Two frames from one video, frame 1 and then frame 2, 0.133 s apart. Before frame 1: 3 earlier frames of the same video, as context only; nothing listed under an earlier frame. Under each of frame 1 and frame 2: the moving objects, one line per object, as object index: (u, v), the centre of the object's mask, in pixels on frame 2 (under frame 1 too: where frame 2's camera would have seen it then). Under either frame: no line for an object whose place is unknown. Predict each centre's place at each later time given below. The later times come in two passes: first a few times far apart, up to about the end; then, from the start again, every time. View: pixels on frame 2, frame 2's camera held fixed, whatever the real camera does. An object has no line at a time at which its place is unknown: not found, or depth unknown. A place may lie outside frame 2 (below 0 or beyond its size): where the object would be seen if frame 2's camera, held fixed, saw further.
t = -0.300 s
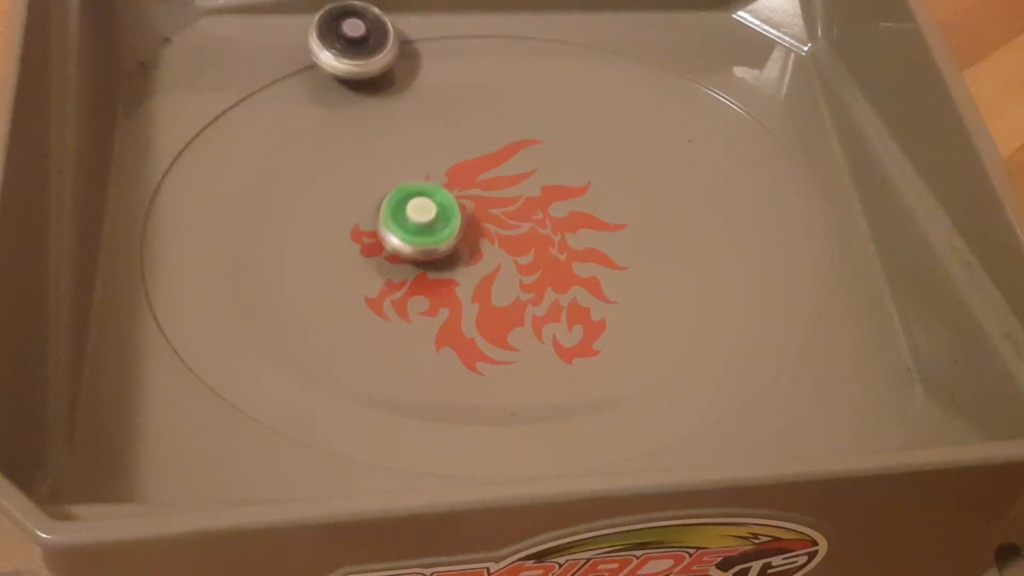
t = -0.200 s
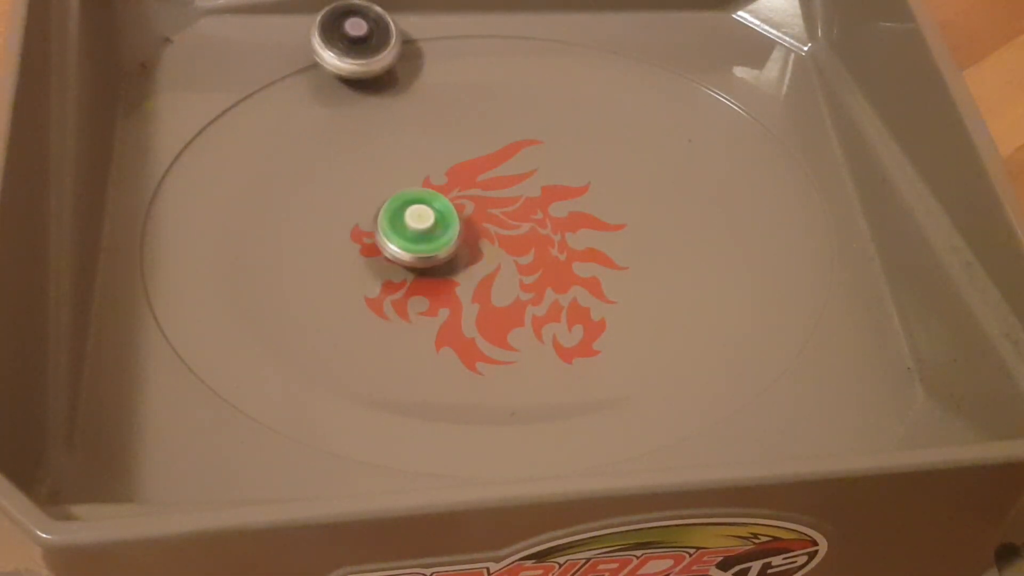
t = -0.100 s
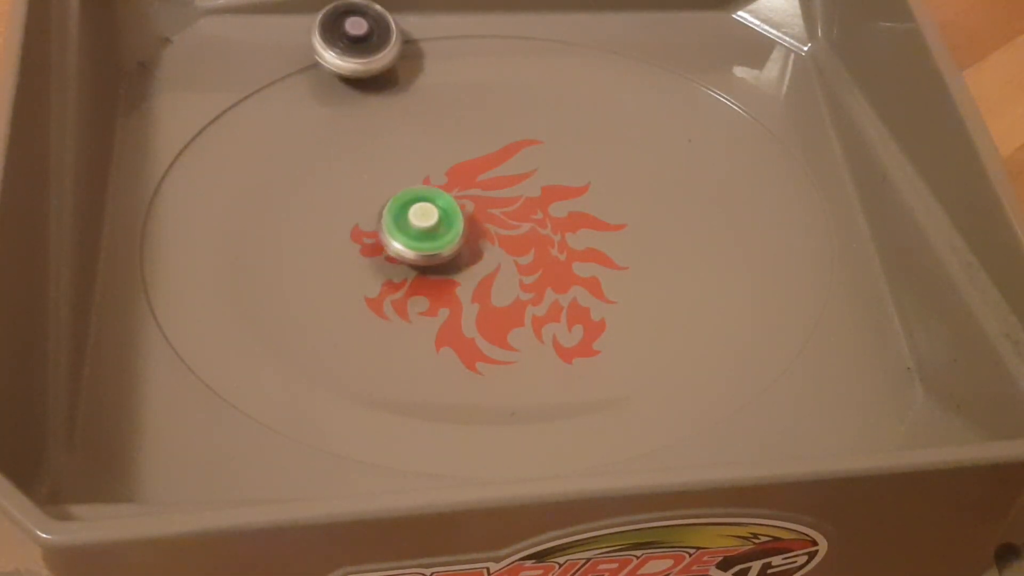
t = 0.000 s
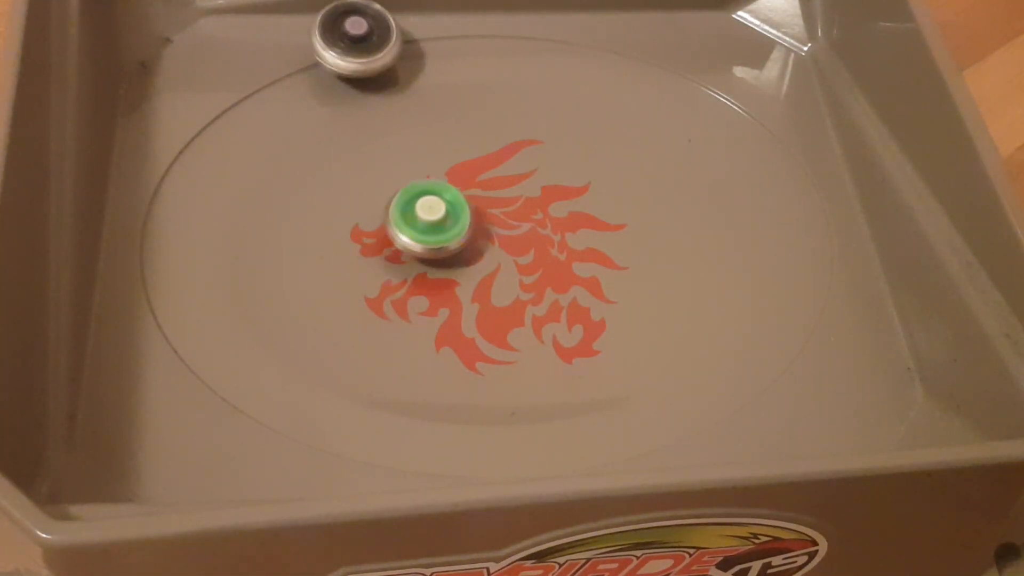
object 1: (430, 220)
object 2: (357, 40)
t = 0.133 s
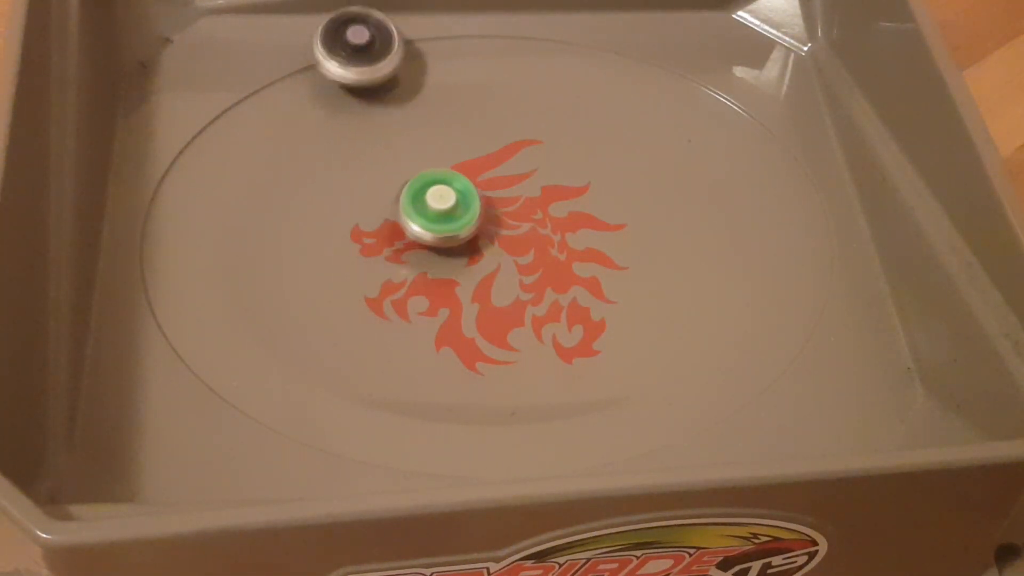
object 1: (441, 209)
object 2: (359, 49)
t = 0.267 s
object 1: (450, 199)
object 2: (364, 84)
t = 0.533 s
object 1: (596, 215)
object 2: (367, 314)
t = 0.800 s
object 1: (559, 176)
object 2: (674, 288)
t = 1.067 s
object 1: (457, 180)
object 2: (654, 44)
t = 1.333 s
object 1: (461, 216)
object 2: (405, 44)
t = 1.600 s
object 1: (514, 235)
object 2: (261, 291)
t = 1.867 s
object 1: (544, 210)
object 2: (591, 401)
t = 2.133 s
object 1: (530, 202)
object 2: (737, 107)
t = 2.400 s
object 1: (516, 232)
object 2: (614, 64)
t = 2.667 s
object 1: (534, 259)
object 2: (381, 255)
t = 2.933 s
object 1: (548, 269)
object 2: (505, 377)
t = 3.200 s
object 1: (551, 261)
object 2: (713, 171)
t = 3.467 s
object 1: (529, 252)
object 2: (443, 106)
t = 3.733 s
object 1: (502, 260)
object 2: (227, 369)
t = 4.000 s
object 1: (495, 267)
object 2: (511, 440)
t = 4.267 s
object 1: (481, 270)
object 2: (719, 293)
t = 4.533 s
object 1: (477, 268)
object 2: (540, 66)
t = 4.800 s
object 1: (472, 253)
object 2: (188, 125)
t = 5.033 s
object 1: (460, 243)
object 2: (205, 350)
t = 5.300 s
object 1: (455, 246)
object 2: (461, 415)
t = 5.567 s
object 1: (464, 235)
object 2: (673, 197)
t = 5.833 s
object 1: (474, 220)
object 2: (498, 30)
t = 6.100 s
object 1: (471, 204)
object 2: (251, 132)
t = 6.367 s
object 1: (465, 209)
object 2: (244, 374)
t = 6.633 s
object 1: (490, 221)
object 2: (572, 433)
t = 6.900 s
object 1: (517, 216)
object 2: (811, 265)
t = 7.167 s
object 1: (513, 207)
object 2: (702, 72)
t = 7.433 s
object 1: (501, 217)
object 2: (435, 38)
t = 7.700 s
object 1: (513, 239)
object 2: (219, 222)
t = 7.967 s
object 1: (536, 243)
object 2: (381, 432)
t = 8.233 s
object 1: (533, 236)
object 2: (682, 373)
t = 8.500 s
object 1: (514, 244)
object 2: (707, 129)
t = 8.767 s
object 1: (508, 261)
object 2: (465, 30)
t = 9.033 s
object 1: (514, 263)
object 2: (230, 103)
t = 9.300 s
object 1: (506, 253)
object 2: (176, 300)
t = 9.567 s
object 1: (485, 250)
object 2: (414, 438)
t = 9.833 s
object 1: (472, 255)
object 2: (712, 352)
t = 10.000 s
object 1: (474, 257)
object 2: (788, 226)
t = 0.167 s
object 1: (443, 206)
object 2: (360, 55)
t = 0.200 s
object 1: (445, 203)
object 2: (360, 63)
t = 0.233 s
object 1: (447, 201)
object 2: (362, 72)
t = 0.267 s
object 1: (450, 199)
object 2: (364, 84)
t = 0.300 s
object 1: (451, 195)
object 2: (366, 106)
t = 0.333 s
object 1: (453, 192)
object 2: (369, 137)
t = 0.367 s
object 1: (462, 190)
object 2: (365, 164)
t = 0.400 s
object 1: (500, 197)
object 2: (350, 188)
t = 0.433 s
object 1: (530, 204)
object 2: (338, 220)
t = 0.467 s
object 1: (559, 211)
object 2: (339, 253)
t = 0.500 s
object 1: (582, 215)
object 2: (346, 283)
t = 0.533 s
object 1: (596, 215)
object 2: (367, 314)
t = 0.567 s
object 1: (606, 215)
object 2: (392, 335)
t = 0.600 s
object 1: (609, 212)
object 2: (424, 351)
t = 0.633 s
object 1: (609, 209)
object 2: (465, 361)
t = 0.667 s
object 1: (604, 204)
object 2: (510, 364)
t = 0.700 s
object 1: (595, 196)
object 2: (553, 356)
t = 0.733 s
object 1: (586, 190)
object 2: (598, 342)
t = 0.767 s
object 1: (572, 182)
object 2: (640, 316)
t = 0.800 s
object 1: (559, 176)
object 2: (674, 288)
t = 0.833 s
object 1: (545, 171)
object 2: (696, 254)
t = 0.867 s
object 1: (529, 168)
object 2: (712, 219)
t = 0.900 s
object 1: (513, 167)
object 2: (720, 182)
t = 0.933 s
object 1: (499, 168)
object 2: (716, 143)
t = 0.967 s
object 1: (487, 170)
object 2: (710, 113)
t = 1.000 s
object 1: (472, 171)
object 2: (695, 85)
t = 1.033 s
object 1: (463, 175)
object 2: (683, 62)
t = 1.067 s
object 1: (457, 180)
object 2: (654, 44)
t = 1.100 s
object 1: (453, 184)
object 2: (623, 43)
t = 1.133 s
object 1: (450, 188)
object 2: (597, 34)
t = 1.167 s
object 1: (450, 192)
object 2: (567, 32)
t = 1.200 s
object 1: (449, 197)
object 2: (539, 31)
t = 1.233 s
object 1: (451, 202)
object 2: (504, 31)
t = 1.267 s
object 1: (453, 208)
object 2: (471, 32)
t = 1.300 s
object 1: (457, 213)
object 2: (437, 36)
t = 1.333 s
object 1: (461, 216)
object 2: (405, 44)
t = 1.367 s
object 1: (466, 220)
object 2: (372, 60)
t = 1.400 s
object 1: (472, 222)
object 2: (340, 79)
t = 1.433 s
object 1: (478, 225)
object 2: (312, 99)
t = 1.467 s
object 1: (486, 226)
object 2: (289, 124)
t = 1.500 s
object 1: (496, 228)
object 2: (268, 162)
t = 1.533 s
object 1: (505, 231)
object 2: (256, 199)
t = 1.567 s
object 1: (509, 233)
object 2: (253, 244)
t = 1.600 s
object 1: (514, 235)
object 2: (261, 291)
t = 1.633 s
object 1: (520, 234)
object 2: (281, 329)
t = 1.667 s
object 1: (526, 231)
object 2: (316, 365)
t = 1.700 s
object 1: (532, 228)
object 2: (356, 400)
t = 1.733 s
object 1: (536, 225)
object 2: (398, 426)
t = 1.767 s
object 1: (537, 222)
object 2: (441, 442)
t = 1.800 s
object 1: (539, 217)
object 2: (493, 438)
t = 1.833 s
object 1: (541, 213)
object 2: (545, 425)
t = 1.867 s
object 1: (544, 210)
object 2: (591, 401)
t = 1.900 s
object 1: (545, 208)
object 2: (631, 378)
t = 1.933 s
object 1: (545, 205)
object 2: (674, 350)
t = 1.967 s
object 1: (543, 202)
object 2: (704, 315)
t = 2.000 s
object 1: (540, 200)
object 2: (725, 276)
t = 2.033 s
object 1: (537, 197)
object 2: (739, 234)
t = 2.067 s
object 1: (534, 197)
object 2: (745, 190)
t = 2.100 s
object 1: (533, 199)
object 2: (742, 147)
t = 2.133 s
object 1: (530, 202)
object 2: (737, 107)
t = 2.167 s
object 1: (527, 206)
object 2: (724, 74)
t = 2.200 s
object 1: (524, 210)
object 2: (700, 41)
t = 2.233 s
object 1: (523, 214)
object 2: (681, 29)
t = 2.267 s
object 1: (521, 220)
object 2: (668, 21)
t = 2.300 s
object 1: (518, 225)
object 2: (660, 25)
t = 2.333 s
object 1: (515, 227)
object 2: (646, 38)
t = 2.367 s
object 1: (516, 230)
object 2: (633, 49)
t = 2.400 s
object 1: (516, 232)
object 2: (614, 64)
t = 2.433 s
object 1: (517, 235)
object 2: (594, 73)
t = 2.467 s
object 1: (518, 238)
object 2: (570, 93)
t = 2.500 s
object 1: (519, 241)
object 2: (542, 115)
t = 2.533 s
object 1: (521, 243)
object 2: (508, 142)
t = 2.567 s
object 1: (525, 247)
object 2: (471, 170)
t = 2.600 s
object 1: (529, 252)
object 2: (432, 200)
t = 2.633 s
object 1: (532, 256)
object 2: (406, 226)
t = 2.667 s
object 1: (534, 259)
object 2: (381, 255)
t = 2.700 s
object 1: (535, 261)
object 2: (366, 286)
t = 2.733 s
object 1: (537, 265)
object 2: (358, 312)
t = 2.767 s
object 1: (537, 267)
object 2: (361, 339)
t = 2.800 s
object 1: (537, 268)
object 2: (376, 357)
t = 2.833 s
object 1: (540, 268)
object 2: (399, 371)
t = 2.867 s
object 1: (543, 269)
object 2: (429, 379)
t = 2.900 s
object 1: (545, 269)
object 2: (464, 382)
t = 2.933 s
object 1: (548, 269)
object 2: (505, 377)
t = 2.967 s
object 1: (549, 269)
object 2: (546, 368)
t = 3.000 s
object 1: (550, 269)
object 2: (585, 355)
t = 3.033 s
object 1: (552, 268)
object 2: (625, 333)
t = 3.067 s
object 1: (555, 267)
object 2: (661, 305)
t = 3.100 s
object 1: (557, 267)
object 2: (691, 276)
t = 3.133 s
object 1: (556, 267)
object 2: (706, 242)
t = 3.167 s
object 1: (553, 264)
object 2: (713, 205)
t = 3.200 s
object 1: (551, 261)
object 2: (713, 171)
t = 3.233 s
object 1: (550, 259)
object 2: (701, 141)
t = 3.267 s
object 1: (548, 258)
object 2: (677, 114)
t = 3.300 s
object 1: (546, 256)
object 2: (652, 95)
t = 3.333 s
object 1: (543, 254)
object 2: (618, 82)
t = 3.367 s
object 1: (541, 254)
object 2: (581, 77)
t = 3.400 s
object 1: (537, 253)
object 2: (539, 79)
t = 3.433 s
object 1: (533, 253)
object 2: (490, 91)
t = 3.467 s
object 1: (529, 252)
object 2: (443, 106)
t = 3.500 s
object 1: (526, 252)
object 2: (389, 128)
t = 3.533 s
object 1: (521, 253)
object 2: (346, 155)
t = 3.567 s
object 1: (515, 254)
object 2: (307, 185)
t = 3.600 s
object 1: (510, 255)
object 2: (272, 220)
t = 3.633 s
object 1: (506, 255)
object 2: (248, 256)
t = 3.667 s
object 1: (504, 256)
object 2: (233, 293)
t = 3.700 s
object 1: (502, 258)
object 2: (227, 333)
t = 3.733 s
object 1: (502, 260)
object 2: (227, 369)
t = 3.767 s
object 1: (503, 261)
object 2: (257, 387)
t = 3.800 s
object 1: (503, 262)
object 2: (300, 397)
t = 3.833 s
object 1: (501, 263)
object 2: (338, 406)
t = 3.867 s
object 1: (500, 264)
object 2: (371, 417)
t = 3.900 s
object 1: (498, 265)
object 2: (404, 426)
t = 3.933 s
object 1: (497, 265)
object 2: (440, 436)
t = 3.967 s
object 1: (496, 266)
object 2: (475, 441)
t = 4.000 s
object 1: (495, 267)
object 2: (511, 440)
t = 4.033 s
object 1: (493, 267)
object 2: (552, 437)
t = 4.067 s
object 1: (492, 268)
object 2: (589, 431)
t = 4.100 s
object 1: (490, 268)
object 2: (624, 419)
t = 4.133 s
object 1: (488, 268)
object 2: (654, 400)
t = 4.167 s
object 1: (486, 268)
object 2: (683, 379)
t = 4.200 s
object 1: (485, 268)
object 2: (697, 351)
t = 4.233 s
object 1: (483, 269)
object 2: (710, 324)
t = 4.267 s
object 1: (481, 270)
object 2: (719, 293)
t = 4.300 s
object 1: (479, 271)
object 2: (720, 258)
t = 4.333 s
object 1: (478, 272)
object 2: (713, 222)
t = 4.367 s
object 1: (477, 272)
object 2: (700, 186)
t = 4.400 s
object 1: (476, 271)
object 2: (677, 152)
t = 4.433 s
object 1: (477, 271)
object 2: (652, 122)
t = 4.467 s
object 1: (477, 271)
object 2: (618, 96)
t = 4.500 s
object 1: (477, 270)
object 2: (582, 77)
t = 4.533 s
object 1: (477, 268)
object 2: (540, 66)
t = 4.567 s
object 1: (477, 267)
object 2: (497, 61)
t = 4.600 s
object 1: (477, 266)
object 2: (448, 62)
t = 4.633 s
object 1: (476, 265)
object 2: (400, 67)
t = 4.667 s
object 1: (475, 263)
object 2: (355, 75)
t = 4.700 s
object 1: (475, 260)
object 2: (312, 83)
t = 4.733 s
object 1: (474, 258)
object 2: (264, 91)
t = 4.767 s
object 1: (472, 255)
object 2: (218, 102)
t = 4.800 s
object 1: (472, 253)
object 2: (188, 125)
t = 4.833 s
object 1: (471, 250)
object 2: (168, 159)
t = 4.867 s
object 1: (470, 248)
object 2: (156, 194)
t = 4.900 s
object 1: (469, 245)
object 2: (146, 226)
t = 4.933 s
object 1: (468, 244)
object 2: (149, 258)
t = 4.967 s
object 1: (465, 242)
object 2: (161, 292)
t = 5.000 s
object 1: (462, 242)
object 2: (177, 321)
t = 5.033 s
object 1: (460, 243)
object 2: (205, 350)
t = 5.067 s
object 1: (458, 244)
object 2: (234, 371)
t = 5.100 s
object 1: (456, 245)
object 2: (260, 390)
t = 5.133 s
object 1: (453, 246)
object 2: (289, 404)
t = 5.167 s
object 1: (454, 247)
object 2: (316, 414)
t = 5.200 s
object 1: (454, 247)
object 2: (349, 419)
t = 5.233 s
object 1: (455, 247)
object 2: (385, 421)
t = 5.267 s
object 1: (454, 246)
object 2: (420, 422)
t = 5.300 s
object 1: (455, 246)
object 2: (461, 415)
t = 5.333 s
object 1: (456, 245)
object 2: (496, 406)
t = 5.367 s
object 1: (458, 244)
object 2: (532, 391)
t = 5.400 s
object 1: (460, 244)
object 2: (570, 372)
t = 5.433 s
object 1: (461, 243)
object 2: (604, 345)
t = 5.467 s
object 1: (462, 241)
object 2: (636, 312)
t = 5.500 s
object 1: (463, 239)
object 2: (658, 272)
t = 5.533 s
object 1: (464, 238)
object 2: (670, 234)
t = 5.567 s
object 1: (464, 235)
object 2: (673, 197)
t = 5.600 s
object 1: (466, 234)
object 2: (672, 161)
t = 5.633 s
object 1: (467, 233)
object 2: (659, 125)
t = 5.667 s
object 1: (469, 231)
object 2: (638, 97)
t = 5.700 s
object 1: (470, 230)
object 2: (616, 76)
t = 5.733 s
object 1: (471, 227)
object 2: (588, 56)
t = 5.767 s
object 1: (472, 225)
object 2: (559, 37)
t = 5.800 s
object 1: (473, 223)
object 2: (530, 28)
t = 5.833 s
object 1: (474, 220)
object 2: (498, 30)
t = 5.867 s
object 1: (475, 217)
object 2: (466, 34)
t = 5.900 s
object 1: (475, 214)
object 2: (434, 39)
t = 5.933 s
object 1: (475, 212)
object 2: (401, 50)
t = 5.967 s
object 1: (474, 210)
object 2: (369, 62)
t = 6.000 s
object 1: (474, 208)
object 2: (338, 73)
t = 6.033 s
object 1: (473, 206)
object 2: (304, 91)
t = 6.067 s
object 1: (472, 205)
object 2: (275, 111)
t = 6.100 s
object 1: (471, 204)
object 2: (251, 132)
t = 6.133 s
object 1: (470, 203)
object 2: (227, 158)
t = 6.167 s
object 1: (468, 203)
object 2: (210, 188)
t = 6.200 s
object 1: (467, 203)
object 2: (199, 220)
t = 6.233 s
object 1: (466, 204)
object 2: (193, 250)
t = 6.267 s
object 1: (465, 204)
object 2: (195, 283)
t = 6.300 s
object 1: (464, 205)
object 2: (207, 317)
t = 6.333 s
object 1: (464, 207)
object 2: (223, 348)
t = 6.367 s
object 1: (465, 209)
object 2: (244, 374)
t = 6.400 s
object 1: (466, 211)
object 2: (271, 399)
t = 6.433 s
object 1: (468, 214)
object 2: (310, 418)
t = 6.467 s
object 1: (471, 216)
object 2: (350, 428)
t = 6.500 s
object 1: (474, 217)
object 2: (390, 435)
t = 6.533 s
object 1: (478, 219)
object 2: (437, 438)
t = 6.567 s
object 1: (482, 220)
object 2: (481, 439)
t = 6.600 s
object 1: (487, 221)
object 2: (523, 437)
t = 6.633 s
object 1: (490, 221)
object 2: (572, 433)
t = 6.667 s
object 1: (494, 221)
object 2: (620, 425)
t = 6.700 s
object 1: (498, 221)
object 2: (660, 411)
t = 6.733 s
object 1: (501, 220)
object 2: (697, 393)
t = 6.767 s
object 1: (505, 220)
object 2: (730, 372)
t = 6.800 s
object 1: (508, 219)
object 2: (759, 346)
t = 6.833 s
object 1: (512, 218)
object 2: (782, 321)
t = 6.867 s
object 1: (515, 218)
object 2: (798, 295)
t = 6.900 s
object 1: (517, 216)
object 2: (811, 265)
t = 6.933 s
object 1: (520, 215)
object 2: (817, 236)
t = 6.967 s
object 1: (522, 213)
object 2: (819, 209)
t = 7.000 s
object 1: (522, 211)
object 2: (815, 178)
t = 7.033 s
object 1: (522, 210)
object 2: (805, 152)
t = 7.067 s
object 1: (522, 209)
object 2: (786, 126)
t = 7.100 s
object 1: (520, 208)
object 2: (759, 106)
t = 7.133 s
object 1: (516, 207)
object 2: (731, 86)
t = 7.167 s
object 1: (513, 207)
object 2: (702, 72)
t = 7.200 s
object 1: (510, 206)
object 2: (675, 59)
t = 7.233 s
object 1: (507, 205)
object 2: (640, 45)
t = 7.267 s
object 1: (505, 206)
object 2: (607, 38)
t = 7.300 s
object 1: (504, 208)
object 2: (576, 33)
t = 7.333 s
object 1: (503, 209)
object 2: (544, 30)
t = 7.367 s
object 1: (502, 212)
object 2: (504, 28)
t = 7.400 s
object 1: (501, 214)
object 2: (470, 32)
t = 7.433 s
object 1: (501, 217)
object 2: (435, 38)
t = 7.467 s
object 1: (501, 220)
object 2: (400, 51)
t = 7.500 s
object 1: (501, 222)
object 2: (367, 65)
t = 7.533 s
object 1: (503, 225)
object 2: (333, 82)
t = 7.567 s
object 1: (504, 228)
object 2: (302, 101)
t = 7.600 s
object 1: (506, 231)
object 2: (274, 124)
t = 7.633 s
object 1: (509, 234)
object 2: (250, 151)
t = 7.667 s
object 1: (512, 237)
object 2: (230, 183)
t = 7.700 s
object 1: (513, 239)
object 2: (219, 222)
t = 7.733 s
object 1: (516, 241)
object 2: (214, 257)
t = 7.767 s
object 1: (519, 242)
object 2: (217, 296)
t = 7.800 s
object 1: (522, 244)
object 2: (224, 335)
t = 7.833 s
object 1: (525, 245)
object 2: (236, 367)
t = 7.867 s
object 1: (527, 246)
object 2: (260, 397)
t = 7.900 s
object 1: (531, 246)
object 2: (296, 410)
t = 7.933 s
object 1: (534, 245)
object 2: (342, 420)
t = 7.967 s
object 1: (536, 243)
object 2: (381, 432)
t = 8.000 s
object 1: (538, 242)
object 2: (419, 438)
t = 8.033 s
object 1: (538, 241)
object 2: (461, 444)
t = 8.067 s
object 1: (538, 240)
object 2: (500, 443)
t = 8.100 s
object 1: (538, 239)
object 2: (541, 437)
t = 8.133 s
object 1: (537, 238)
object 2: (579, 427)
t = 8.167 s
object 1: (535, 237)
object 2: (619, 413)
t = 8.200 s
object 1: (534, 236)
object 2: (651, 395)
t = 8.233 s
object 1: (533, 236)
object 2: (682, 373)
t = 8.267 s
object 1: (530, 236)
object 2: (705, 350)
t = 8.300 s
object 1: (528, 236)
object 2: (725, 324)
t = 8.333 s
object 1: (526, 237)
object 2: (741, 297)
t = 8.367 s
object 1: (523, 238)
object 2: (748, 264)
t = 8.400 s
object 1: (521, 239)
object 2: (749, 230)
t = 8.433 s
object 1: (519, 240)
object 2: (743, 193)
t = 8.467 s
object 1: (516, 242)
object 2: (728, 159)
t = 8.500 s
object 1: (514, 244)
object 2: (707, 129)
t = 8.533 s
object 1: (512, 246)
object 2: (683, 102)
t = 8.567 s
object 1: (510, 248)
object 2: (655, 79)
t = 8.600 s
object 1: (509, 250)
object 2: (629, 58)
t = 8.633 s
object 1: (508, 253)
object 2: (601, 41)
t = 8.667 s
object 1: (508, 255)
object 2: (572, 31)
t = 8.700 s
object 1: (508, 258)
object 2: (536, 28)
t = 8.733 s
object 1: (509, 260)
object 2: (505, 30)
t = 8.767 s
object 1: (508, 261)
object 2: (465, 30)
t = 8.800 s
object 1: (509, 262)
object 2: (434, 32)
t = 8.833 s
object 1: (510, 263)
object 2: (401, 36)
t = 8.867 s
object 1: (510, 264)
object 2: (370, 40)
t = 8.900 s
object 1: (511, 265)
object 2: (337, 47)
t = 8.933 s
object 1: (512, 265)
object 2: (309, 57)
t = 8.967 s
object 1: (512, 265)
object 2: (278, 72)
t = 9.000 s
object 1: (513, 264)
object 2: (254, 87)
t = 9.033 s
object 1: (514, 263)
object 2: (230, 103)
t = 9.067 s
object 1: (514, 262)
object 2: (206, 120)
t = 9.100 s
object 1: (514, 261)
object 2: (188, 141)
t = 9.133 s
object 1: (513, 259)
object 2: (173, 164)
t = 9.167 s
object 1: (513, 258)
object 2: (166, 188)
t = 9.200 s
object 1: (512, 256)
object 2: (161, 215)
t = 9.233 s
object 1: (510, 255)
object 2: (160, 244)
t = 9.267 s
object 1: (508, 254)
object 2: (166, 272)
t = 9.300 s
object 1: (506, 253)
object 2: (176, 300)
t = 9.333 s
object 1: (503, 252)
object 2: (193, 327)
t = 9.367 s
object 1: (501, 251)
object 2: (213, 353)
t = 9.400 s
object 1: (498, 251)
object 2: (241, 377)
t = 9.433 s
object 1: (495, 250)
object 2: (268, 394)
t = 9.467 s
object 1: (493, 250)
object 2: (305, 412)
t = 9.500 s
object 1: (490, 250)
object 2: (338, 426)
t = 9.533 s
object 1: (487, 249)
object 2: (377, 434)
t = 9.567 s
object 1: (485, 250)
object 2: (414, 438)
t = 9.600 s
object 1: (482, 250)
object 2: (452, 438)
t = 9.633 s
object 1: (480, 250)
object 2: (495, 436)
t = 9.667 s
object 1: (478, 251)
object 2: (534, 431)
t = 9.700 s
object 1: (476, 252)
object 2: (579, 425)
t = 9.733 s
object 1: (475, 252)
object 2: (616, 410)
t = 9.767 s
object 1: (473, 253)
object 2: (655, 394)
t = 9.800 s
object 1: (473, 254)
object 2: (687, 373)
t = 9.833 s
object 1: (472, 255)
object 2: (712, 352)
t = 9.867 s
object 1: (472, 255)
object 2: (738, 329)
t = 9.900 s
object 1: (473, 256)
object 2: (758, 305)
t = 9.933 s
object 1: (473, 256)
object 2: (773, 277)
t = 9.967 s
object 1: (474, 257)
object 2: (783, 250)
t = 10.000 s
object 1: (474, 257)
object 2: (788, 226)
